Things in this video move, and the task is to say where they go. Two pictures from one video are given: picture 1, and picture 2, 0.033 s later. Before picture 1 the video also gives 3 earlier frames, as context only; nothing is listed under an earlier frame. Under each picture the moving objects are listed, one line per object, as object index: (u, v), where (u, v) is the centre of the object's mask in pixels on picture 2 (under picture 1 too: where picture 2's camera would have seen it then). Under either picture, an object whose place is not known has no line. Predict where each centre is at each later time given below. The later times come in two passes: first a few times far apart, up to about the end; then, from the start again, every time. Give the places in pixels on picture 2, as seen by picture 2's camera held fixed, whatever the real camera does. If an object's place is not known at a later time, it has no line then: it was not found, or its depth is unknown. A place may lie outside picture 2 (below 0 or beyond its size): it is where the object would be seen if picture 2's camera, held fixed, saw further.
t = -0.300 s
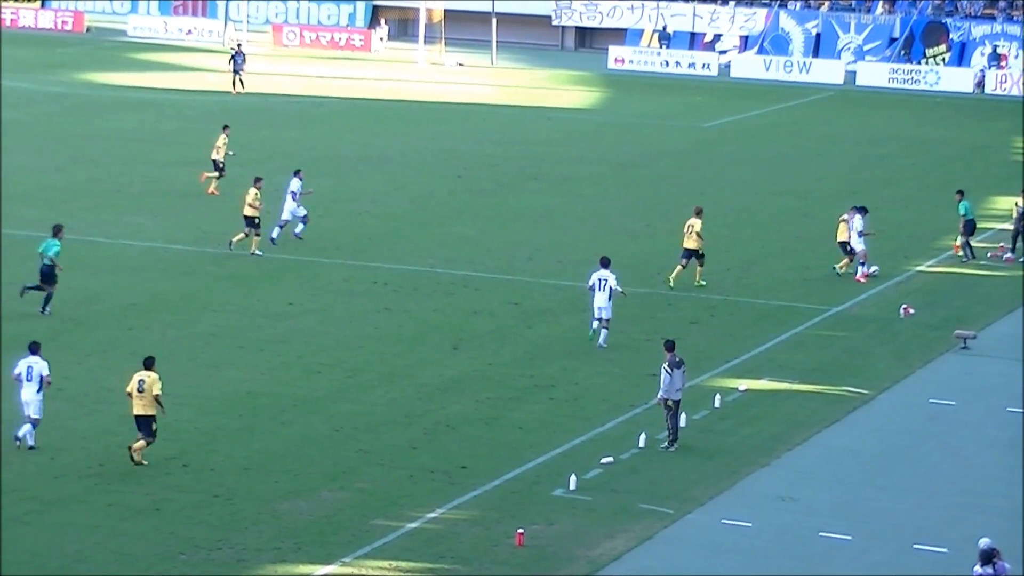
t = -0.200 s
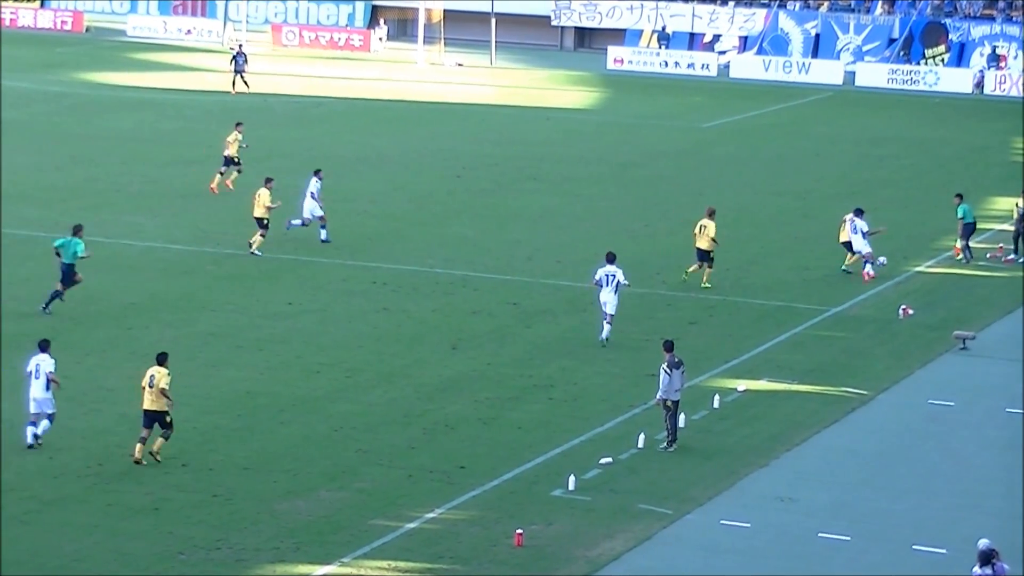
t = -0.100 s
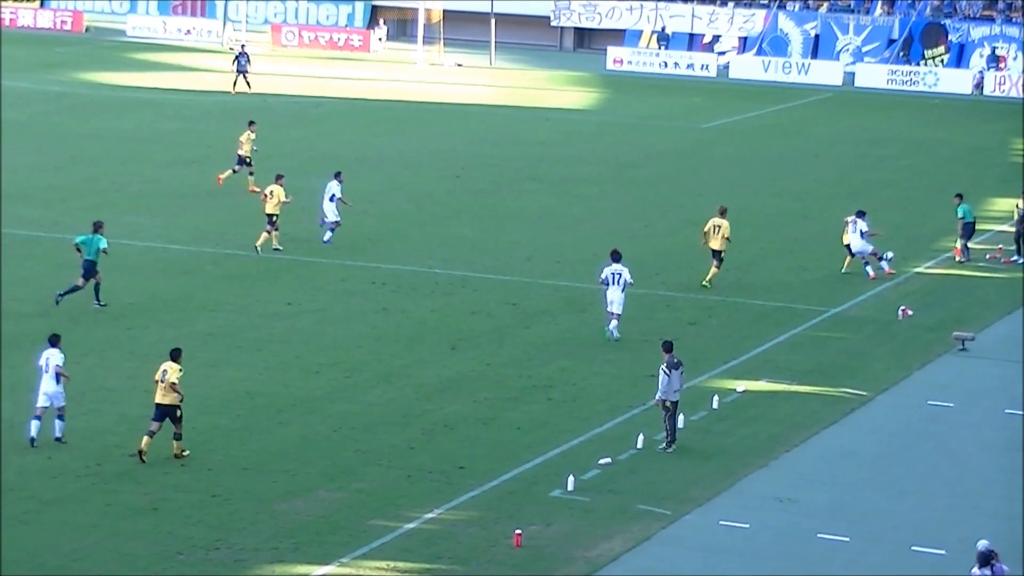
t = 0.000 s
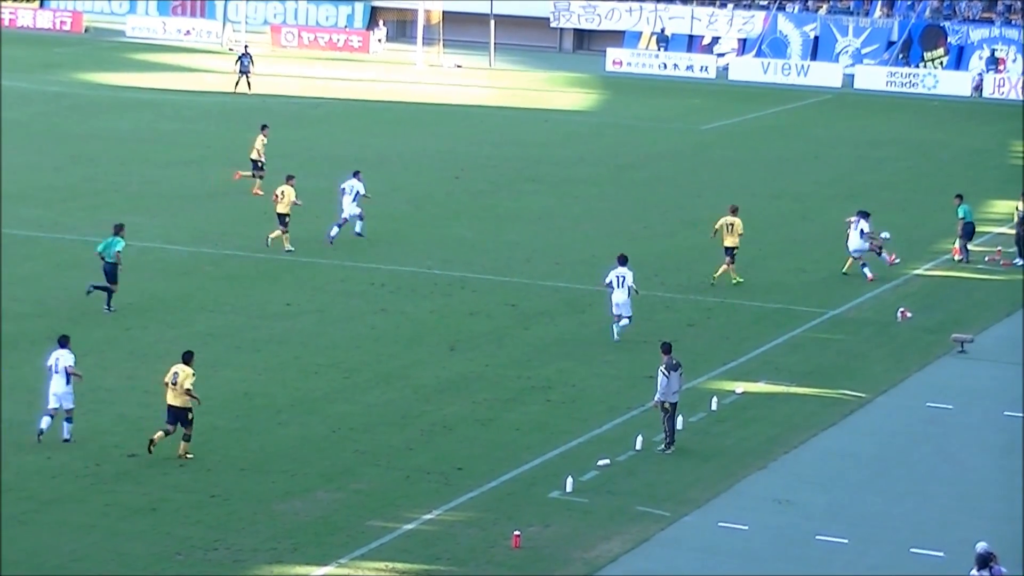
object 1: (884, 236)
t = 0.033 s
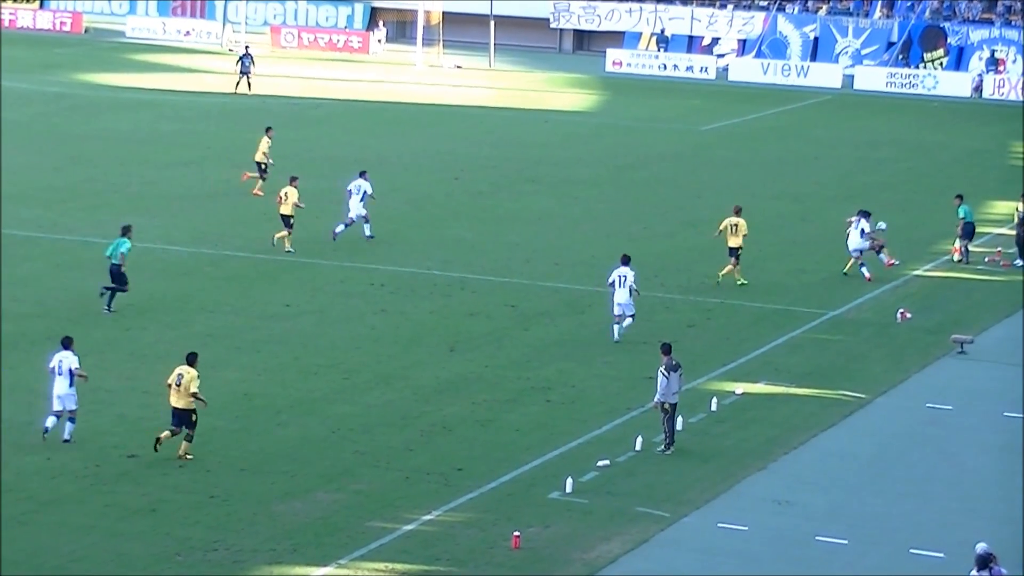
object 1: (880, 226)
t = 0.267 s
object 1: (857, 168)
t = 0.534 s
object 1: (828, 133)
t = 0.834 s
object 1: (794, 130)
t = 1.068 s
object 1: (767, 153)
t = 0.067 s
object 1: (878, 216)
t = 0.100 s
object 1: (874, 206)
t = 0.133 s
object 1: (871, 198)
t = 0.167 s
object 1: (867, 190)
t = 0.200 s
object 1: (864, 182)
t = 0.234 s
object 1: (860, 175)
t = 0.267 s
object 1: (857, 168)
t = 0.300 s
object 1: (853, 162)
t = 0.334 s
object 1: (848, 156)
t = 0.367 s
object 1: (845, 152)
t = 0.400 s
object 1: (841, 147)
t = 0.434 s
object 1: (838, 142)
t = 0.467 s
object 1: (835, 139)
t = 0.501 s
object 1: (832, 135)
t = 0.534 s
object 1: (828, 133)
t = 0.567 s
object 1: (823, 131)
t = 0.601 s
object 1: (821, 129)
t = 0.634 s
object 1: (817, 128)
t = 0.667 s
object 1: (813, 127)
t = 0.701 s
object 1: (809, 126)
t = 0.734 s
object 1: (806, 126)
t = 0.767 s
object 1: (802, 128)
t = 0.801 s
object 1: (798, 128)
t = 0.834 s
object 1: (794, 130)
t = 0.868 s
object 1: (790, 132)
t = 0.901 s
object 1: (787, 134)
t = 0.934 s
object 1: (782, 137)
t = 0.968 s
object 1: (779, 140)
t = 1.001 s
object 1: (775, 144)
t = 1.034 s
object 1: (771, 148)
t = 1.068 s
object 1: (767, 153)
